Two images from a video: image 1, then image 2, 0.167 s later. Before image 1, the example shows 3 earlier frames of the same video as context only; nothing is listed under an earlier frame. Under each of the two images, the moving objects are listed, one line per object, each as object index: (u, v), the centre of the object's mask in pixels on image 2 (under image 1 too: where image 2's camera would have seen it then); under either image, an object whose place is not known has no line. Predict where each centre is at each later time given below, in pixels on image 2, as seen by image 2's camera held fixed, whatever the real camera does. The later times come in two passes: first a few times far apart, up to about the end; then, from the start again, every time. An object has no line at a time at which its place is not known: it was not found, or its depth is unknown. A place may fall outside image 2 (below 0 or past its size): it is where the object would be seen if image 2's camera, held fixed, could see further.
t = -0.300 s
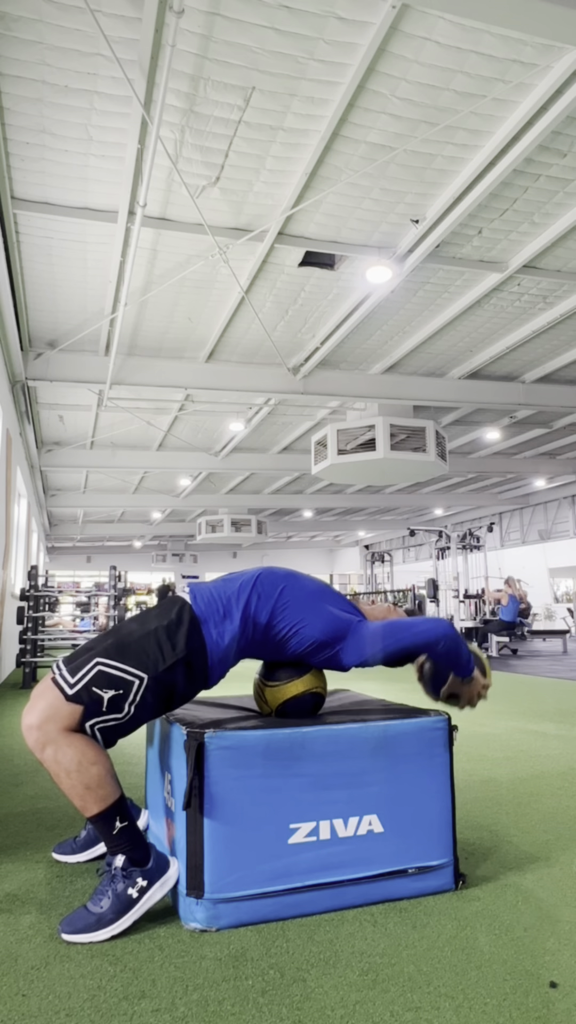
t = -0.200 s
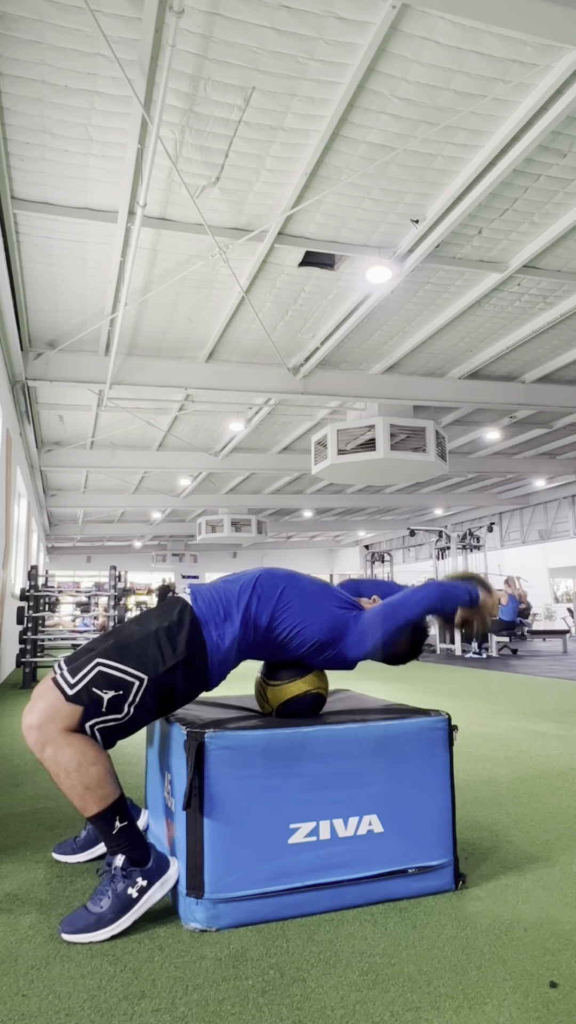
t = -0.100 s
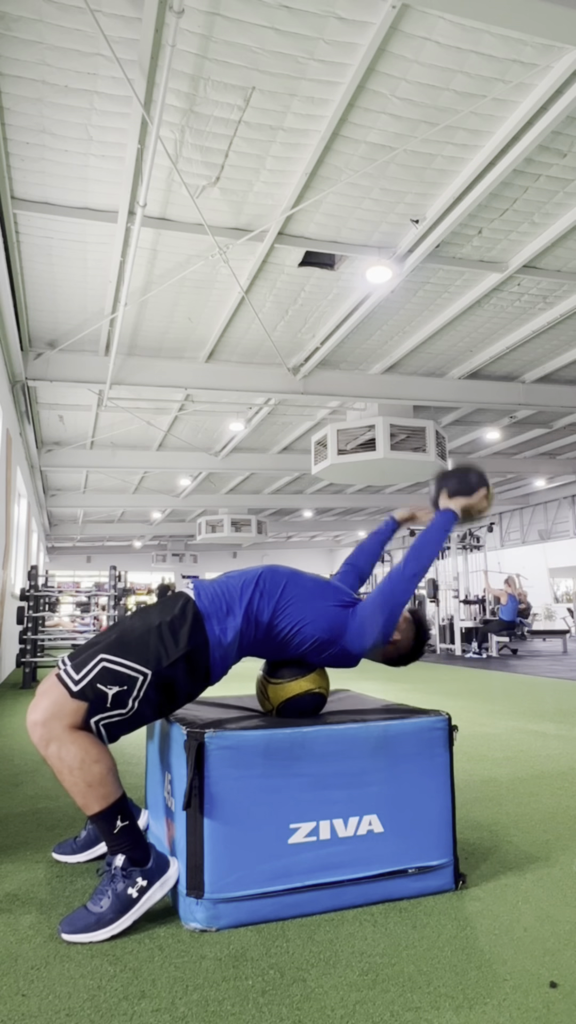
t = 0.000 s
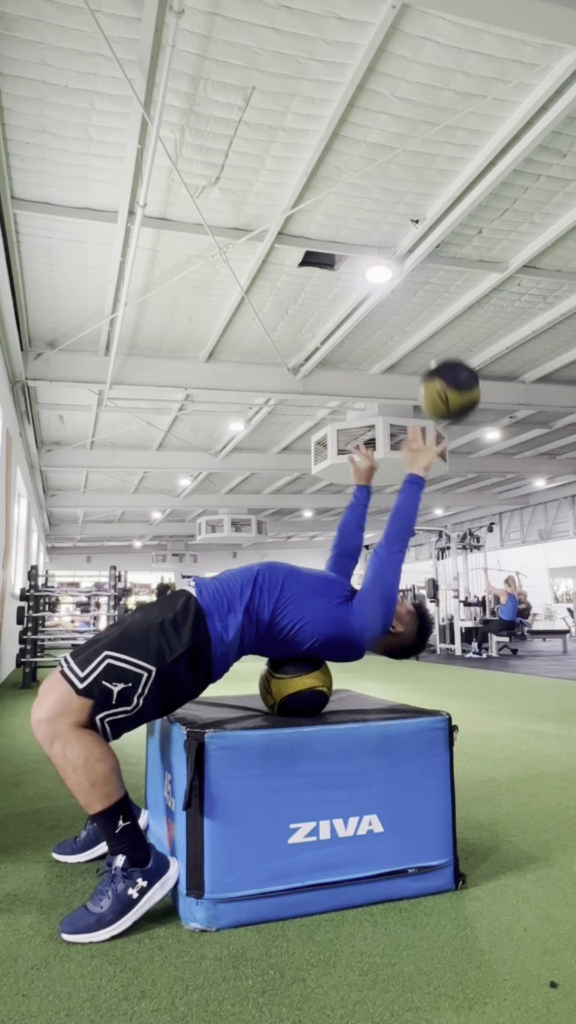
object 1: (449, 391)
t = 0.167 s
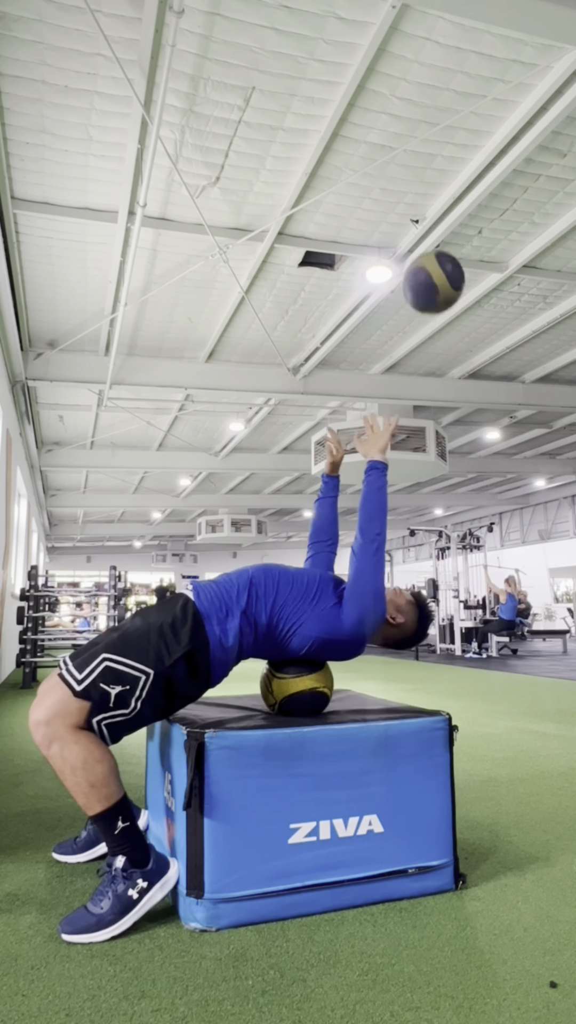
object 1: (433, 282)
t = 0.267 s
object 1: (425, 252)
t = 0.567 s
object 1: (404, 311)
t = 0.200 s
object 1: (430, 270)
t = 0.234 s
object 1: (428, 260)
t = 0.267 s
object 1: (425, 252)
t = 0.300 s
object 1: (422, 248)
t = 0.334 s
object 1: (419, 246)
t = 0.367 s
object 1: (417, 246)
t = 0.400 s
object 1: (415, 250)
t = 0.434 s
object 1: (413, 256)
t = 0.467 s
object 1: (410, 266)
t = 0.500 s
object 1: (408, 278)
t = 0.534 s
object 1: (406, 293)
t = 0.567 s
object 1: (404, 311)
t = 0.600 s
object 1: (403, 333)
